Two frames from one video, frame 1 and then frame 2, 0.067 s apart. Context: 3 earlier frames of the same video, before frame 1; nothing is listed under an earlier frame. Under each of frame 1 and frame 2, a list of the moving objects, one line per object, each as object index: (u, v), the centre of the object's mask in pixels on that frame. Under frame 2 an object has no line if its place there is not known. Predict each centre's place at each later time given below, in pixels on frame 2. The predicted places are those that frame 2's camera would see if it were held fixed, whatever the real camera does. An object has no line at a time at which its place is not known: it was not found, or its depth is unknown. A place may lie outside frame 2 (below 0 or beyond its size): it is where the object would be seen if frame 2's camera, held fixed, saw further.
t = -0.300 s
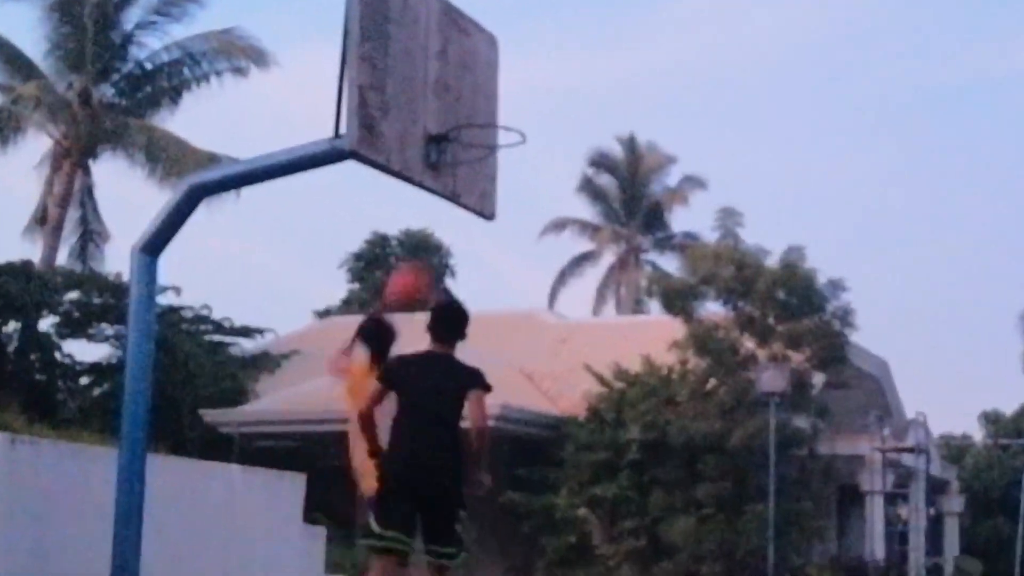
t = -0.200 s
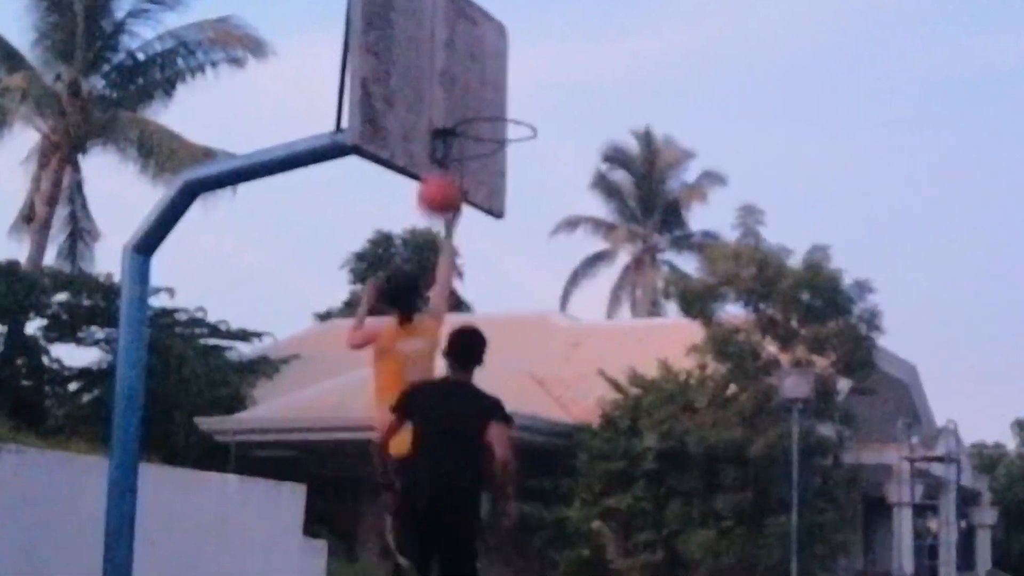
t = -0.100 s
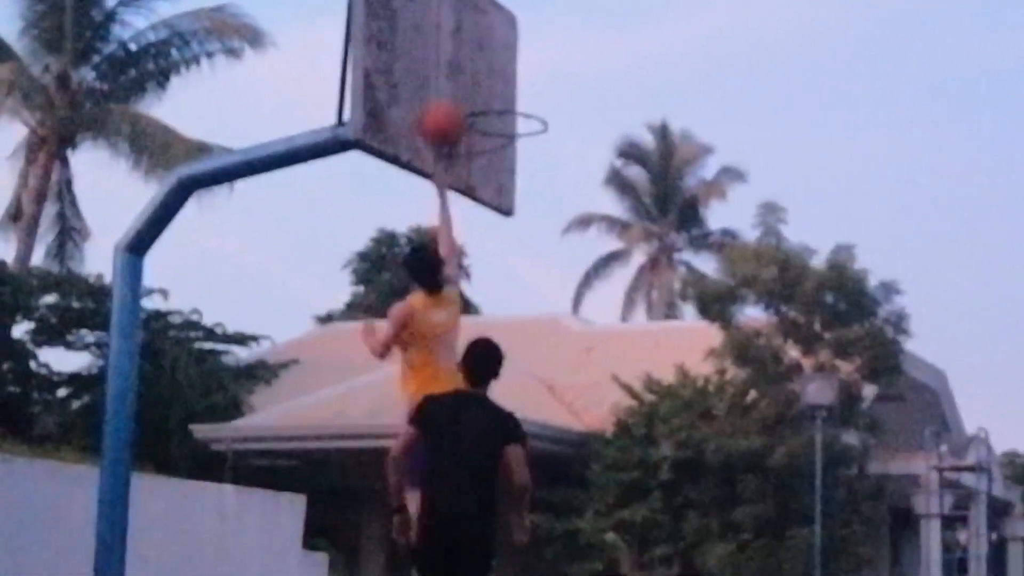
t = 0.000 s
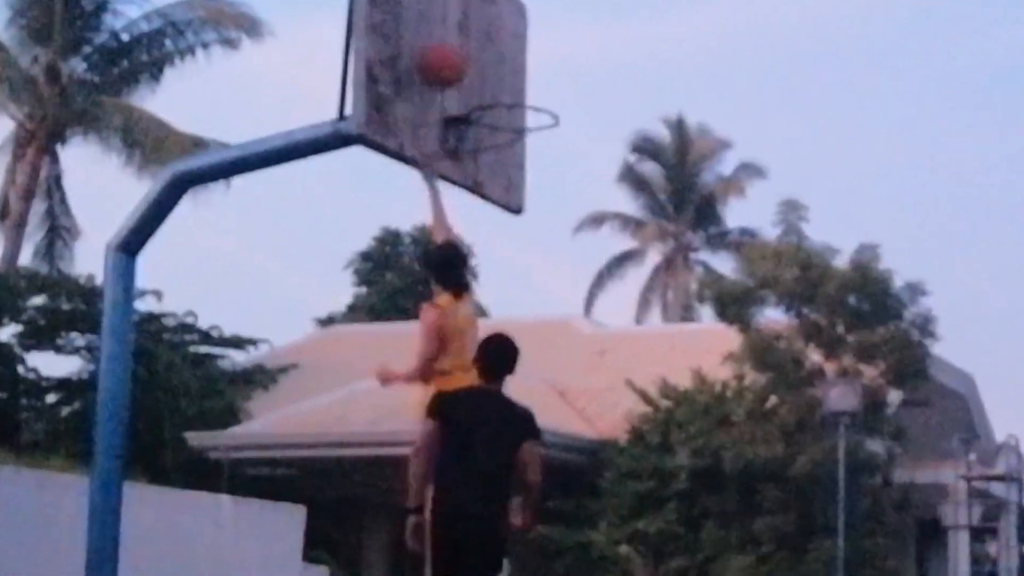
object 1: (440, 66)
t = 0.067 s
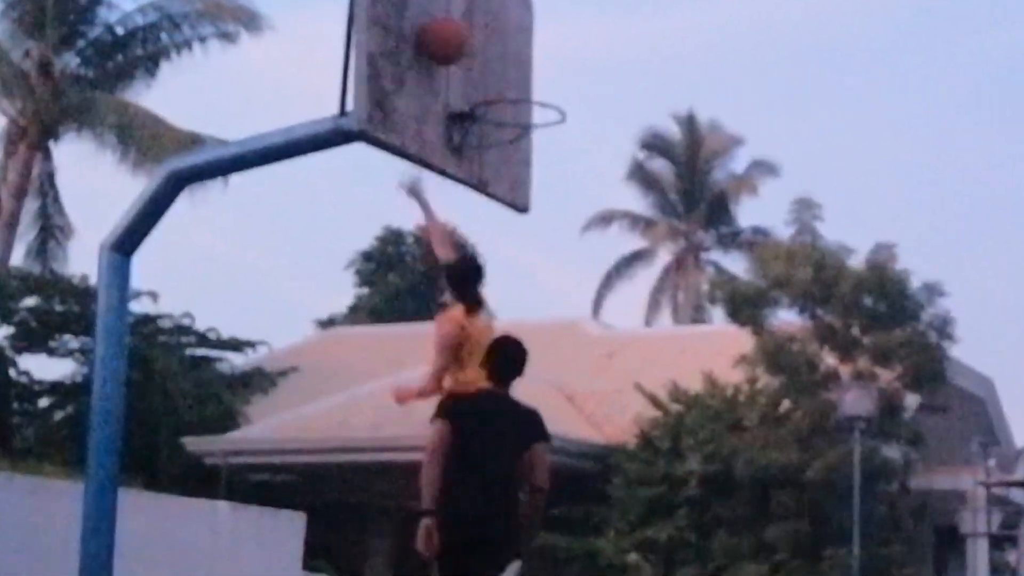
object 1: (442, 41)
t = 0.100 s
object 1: (452, 40)
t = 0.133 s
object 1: (461, 40)
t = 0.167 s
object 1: (467, 42)
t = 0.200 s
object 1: (475, 46)
